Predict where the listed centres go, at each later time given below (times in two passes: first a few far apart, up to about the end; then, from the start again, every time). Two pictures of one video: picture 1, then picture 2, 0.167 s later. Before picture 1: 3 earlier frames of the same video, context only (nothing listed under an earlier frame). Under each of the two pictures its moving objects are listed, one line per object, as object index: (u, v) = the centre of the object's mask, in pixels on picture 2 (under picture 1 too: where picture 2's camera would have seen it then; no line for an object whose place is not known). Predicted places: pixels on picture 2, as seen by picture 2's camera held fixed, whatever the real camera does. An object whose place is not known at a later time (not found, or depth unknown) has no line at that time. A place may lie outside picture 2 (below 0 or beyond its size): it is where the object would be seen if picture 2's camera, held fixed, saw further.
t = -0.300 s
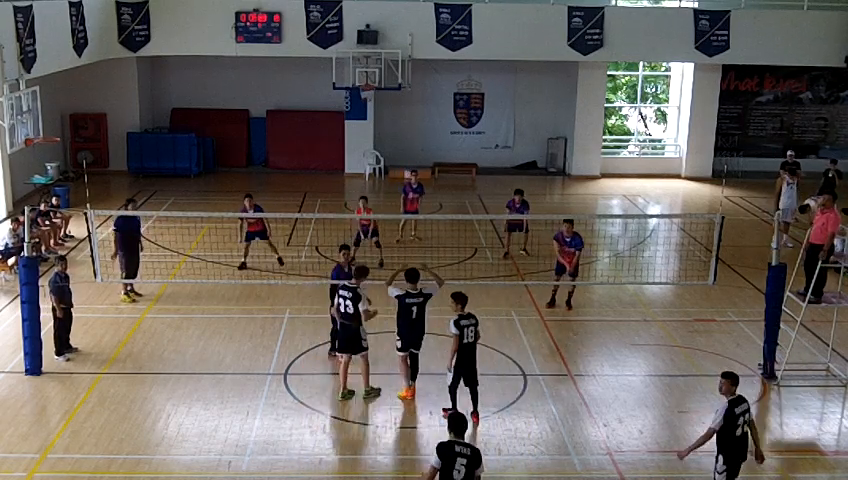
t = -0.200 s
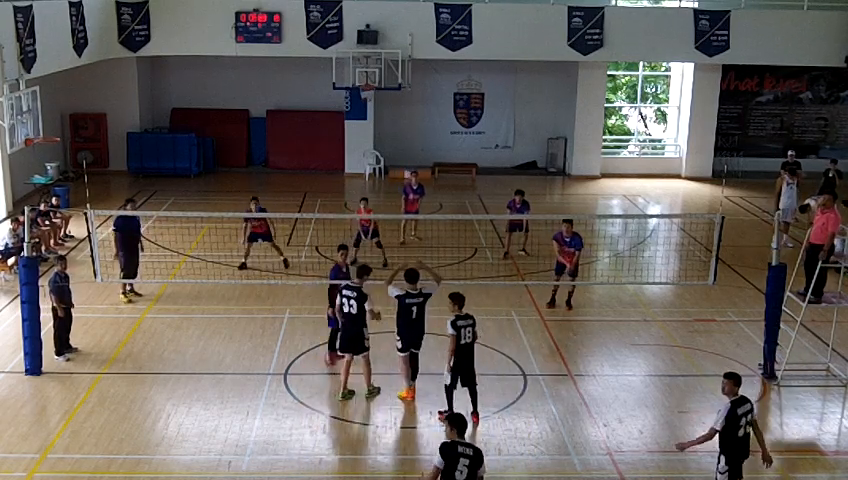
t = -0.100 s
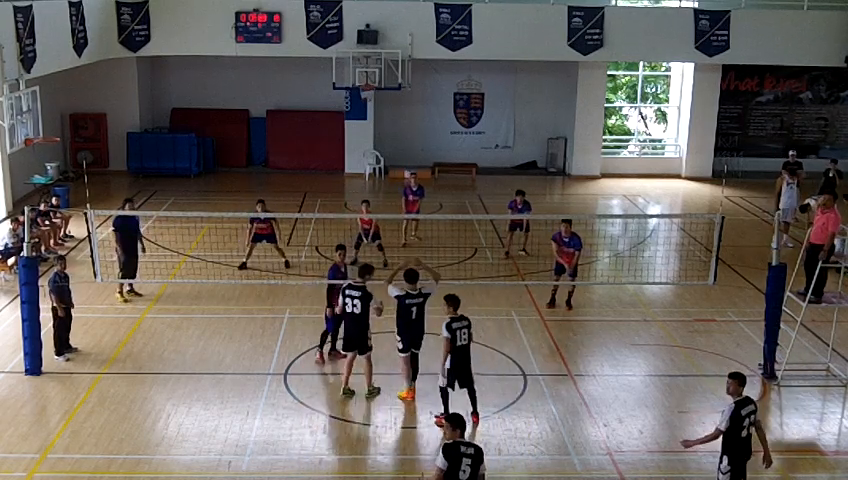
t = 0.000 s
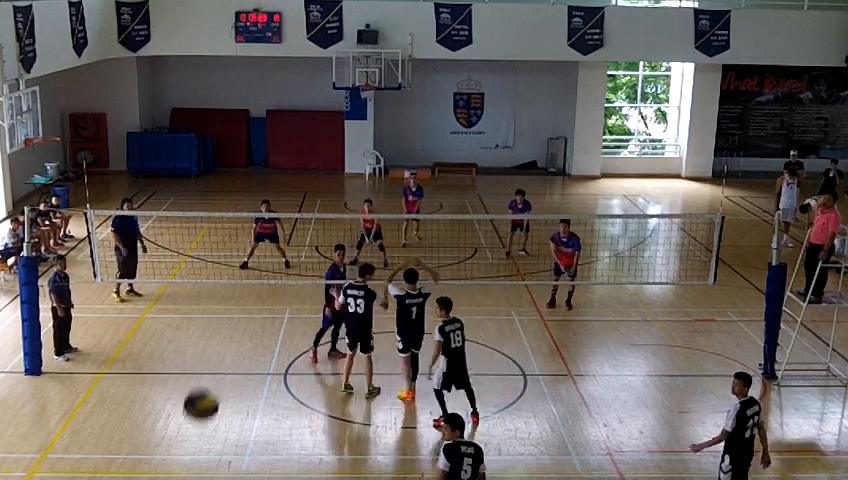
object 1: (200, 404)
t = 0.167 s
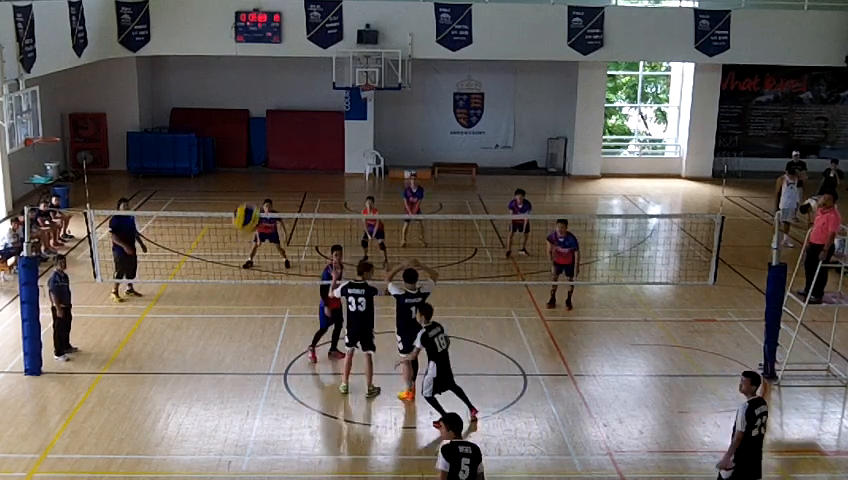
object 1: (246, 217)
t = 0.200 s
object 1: (253, 194)
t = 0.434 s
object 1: (282, 106)
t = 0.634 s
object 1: (296, 94)
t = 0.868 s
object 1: (308, 112)
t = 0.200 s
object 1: (253, 194)
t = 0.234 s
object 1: (258, 175)
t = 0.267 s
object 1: (263, 157)
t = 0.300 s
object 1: (268, 143)
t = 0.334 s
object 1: (272, 131)
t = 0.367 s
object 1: (276, 120)
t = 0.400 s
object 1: (279, 113)
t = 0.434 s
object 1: (282, 106)
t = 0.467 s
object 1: (285, 101)
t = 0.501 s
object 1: (287, 98)
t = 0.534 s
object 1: (290, 95)
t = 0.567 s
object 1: (292, 94)
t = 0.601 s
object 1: (295, 93)
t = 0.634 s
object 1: (296, 94)
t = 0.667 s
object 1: (298, 95)
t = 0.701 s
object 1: (300, 96)
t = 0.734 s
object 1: (301, 98)
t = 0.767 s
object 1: (303, 101)
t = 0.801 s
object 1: (305, 104)
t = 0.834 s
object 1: (307, 108)
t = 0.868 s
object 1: (308, 112)
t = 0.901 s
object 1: (310, 116)
